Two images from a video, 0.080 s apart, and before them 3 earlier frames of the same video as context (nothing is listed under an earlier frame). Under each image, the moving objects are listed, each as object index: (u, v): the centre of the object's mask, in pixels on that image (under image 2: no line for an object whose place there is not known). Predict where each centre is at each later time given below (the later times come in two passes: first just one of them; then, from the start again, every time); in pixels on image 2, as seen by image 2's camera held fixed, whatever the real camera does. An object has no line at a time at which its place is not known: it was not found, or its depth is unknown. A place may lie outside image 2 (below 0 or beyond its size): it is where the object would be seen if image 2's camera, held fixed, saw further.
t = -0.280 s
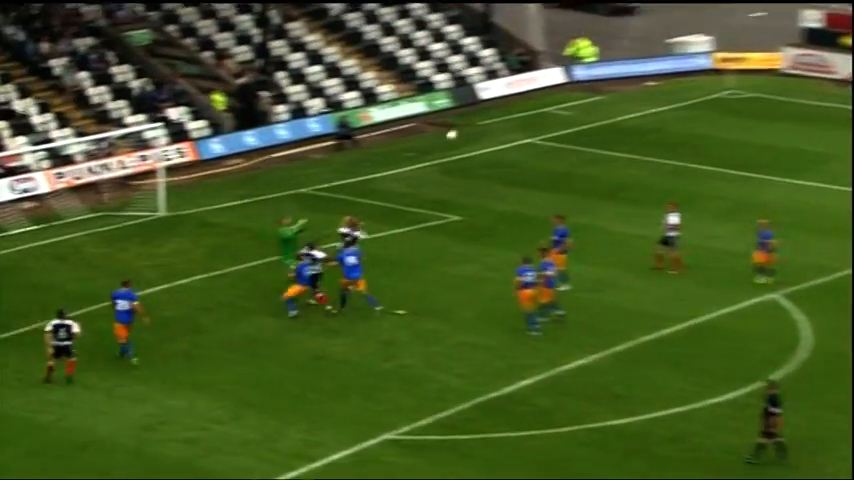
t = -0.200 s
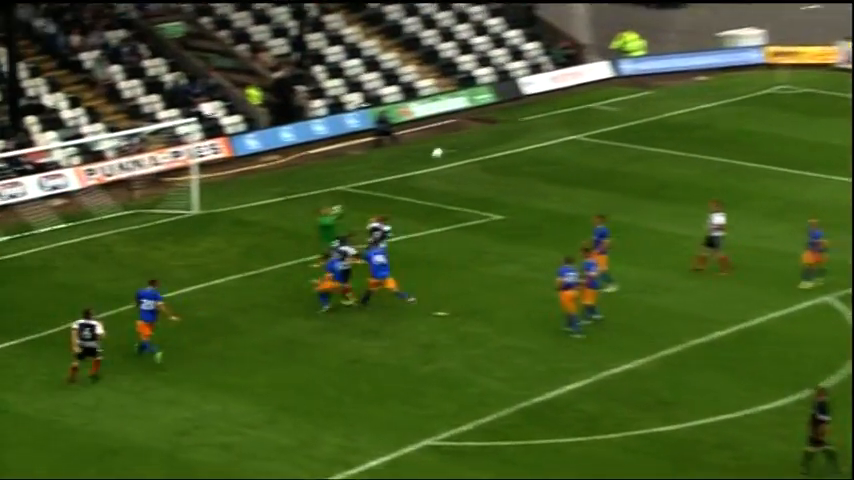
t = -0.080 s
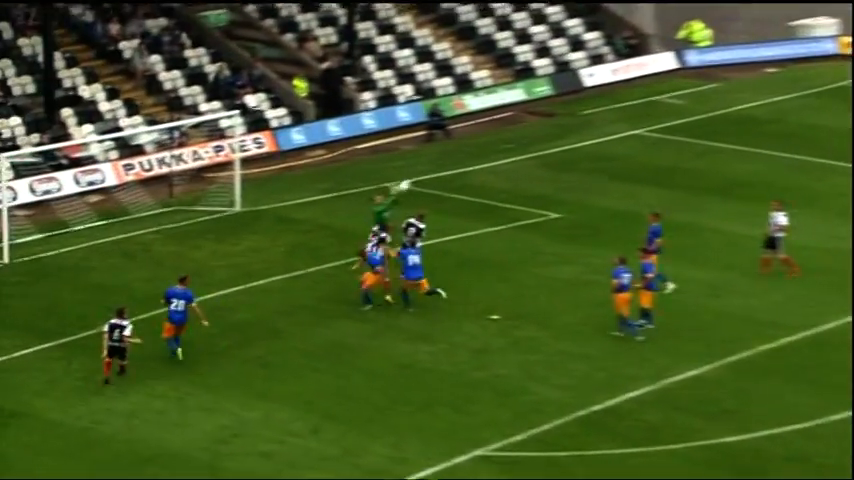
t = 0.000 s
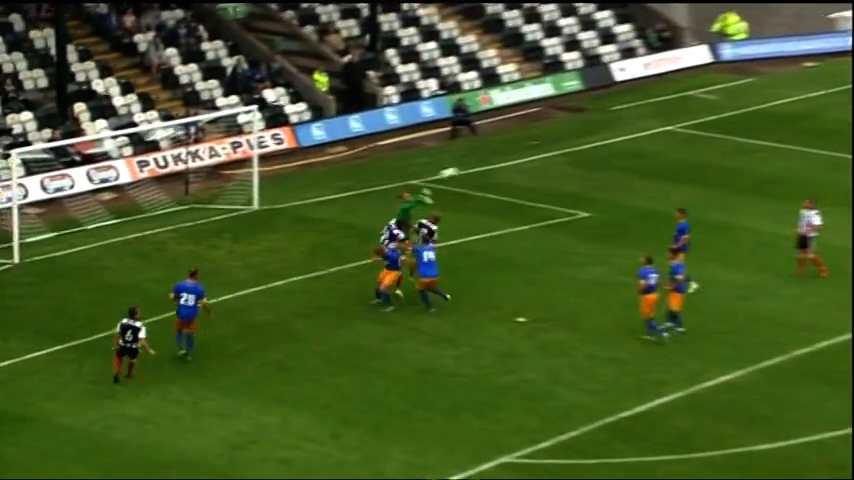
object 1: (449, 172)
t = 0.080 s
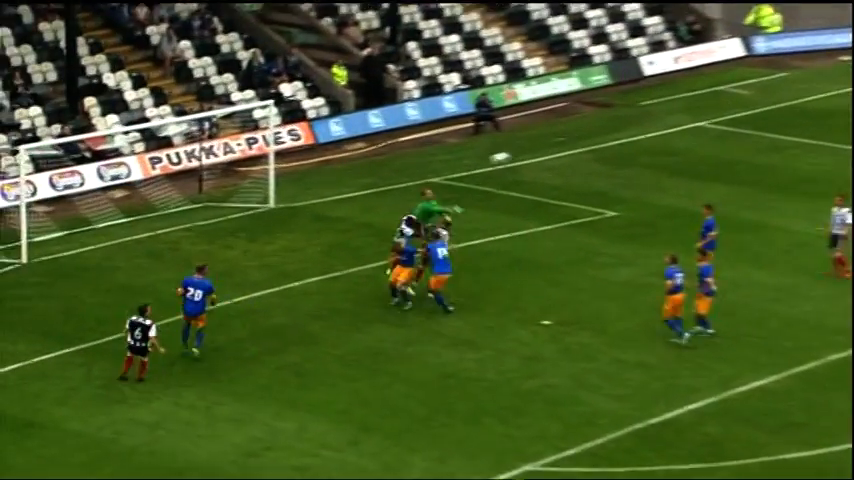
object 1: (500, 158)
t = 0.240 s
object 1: (553, 145)
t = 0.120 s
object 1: (513, 154)
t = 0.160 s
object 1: (528, 149)
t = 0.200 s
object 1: (541, 147)
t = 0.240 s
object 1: (553, 145)
